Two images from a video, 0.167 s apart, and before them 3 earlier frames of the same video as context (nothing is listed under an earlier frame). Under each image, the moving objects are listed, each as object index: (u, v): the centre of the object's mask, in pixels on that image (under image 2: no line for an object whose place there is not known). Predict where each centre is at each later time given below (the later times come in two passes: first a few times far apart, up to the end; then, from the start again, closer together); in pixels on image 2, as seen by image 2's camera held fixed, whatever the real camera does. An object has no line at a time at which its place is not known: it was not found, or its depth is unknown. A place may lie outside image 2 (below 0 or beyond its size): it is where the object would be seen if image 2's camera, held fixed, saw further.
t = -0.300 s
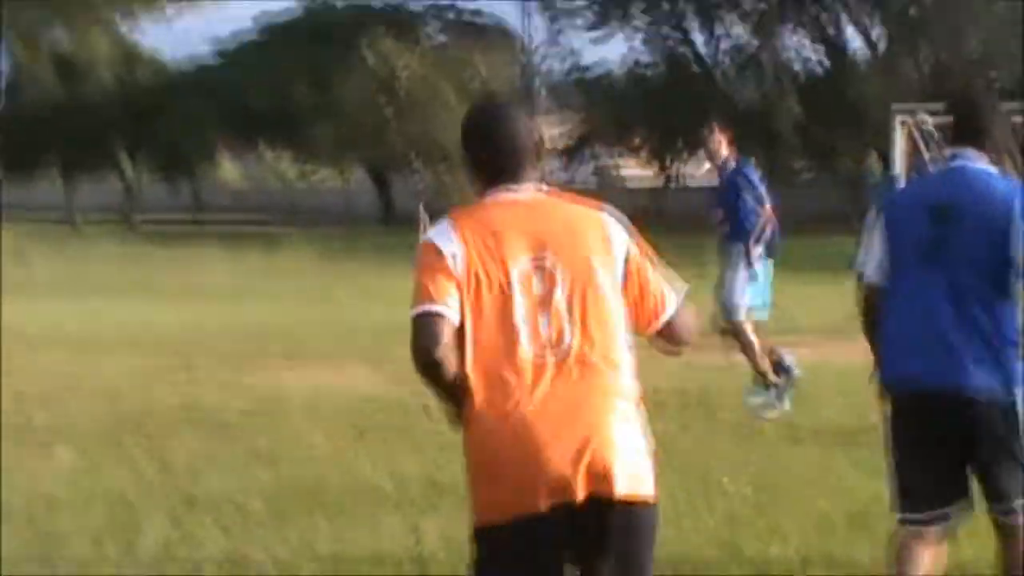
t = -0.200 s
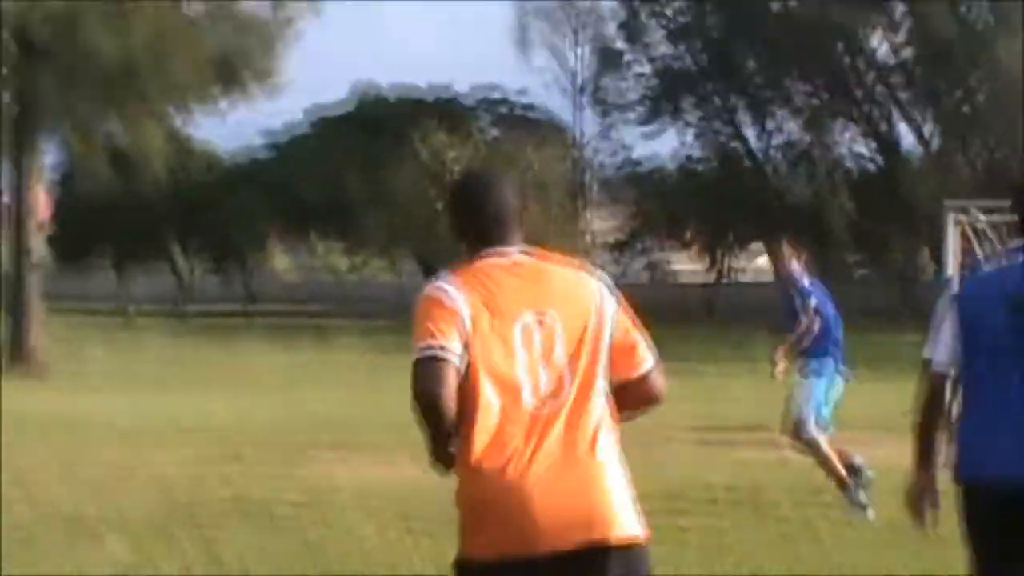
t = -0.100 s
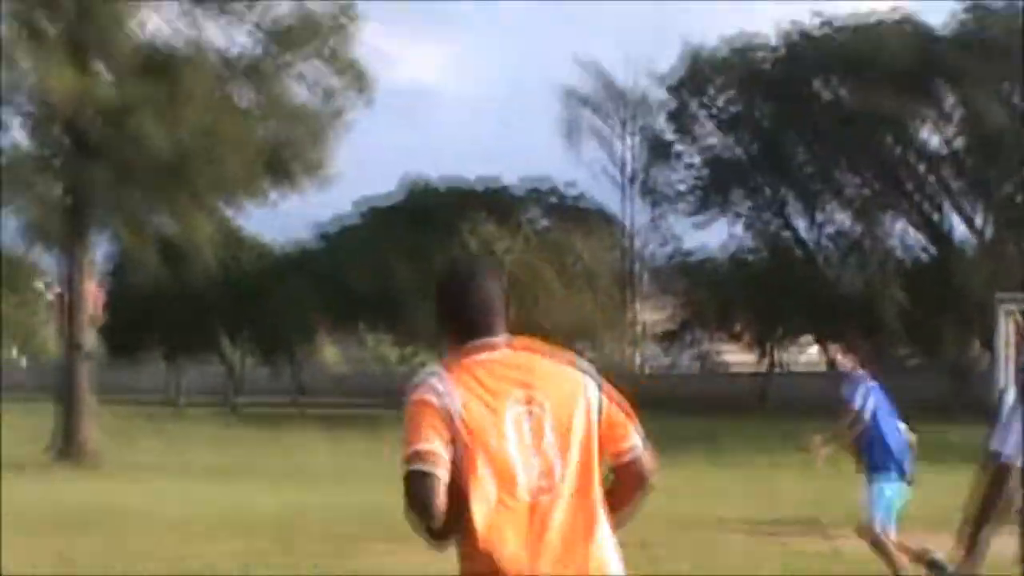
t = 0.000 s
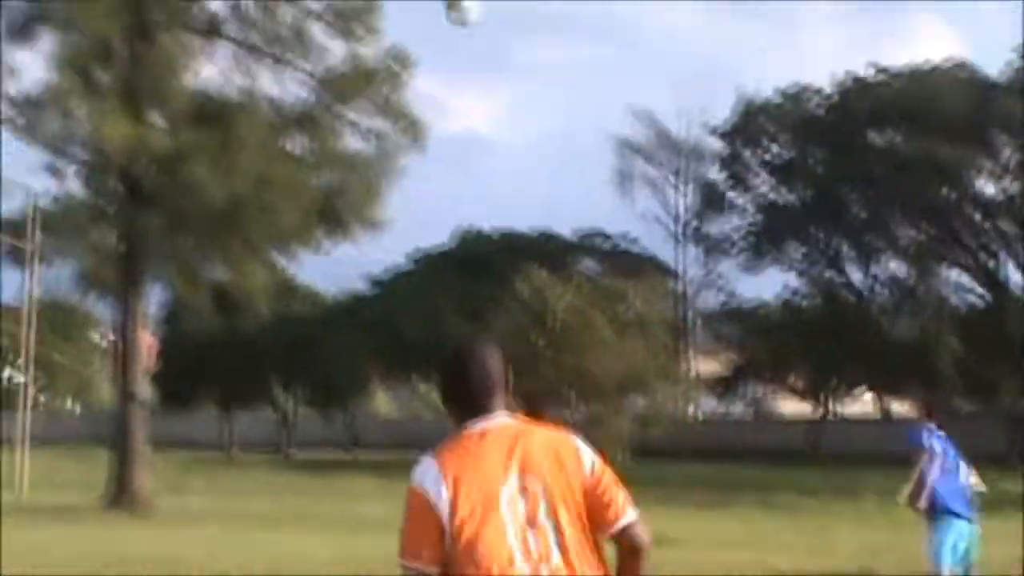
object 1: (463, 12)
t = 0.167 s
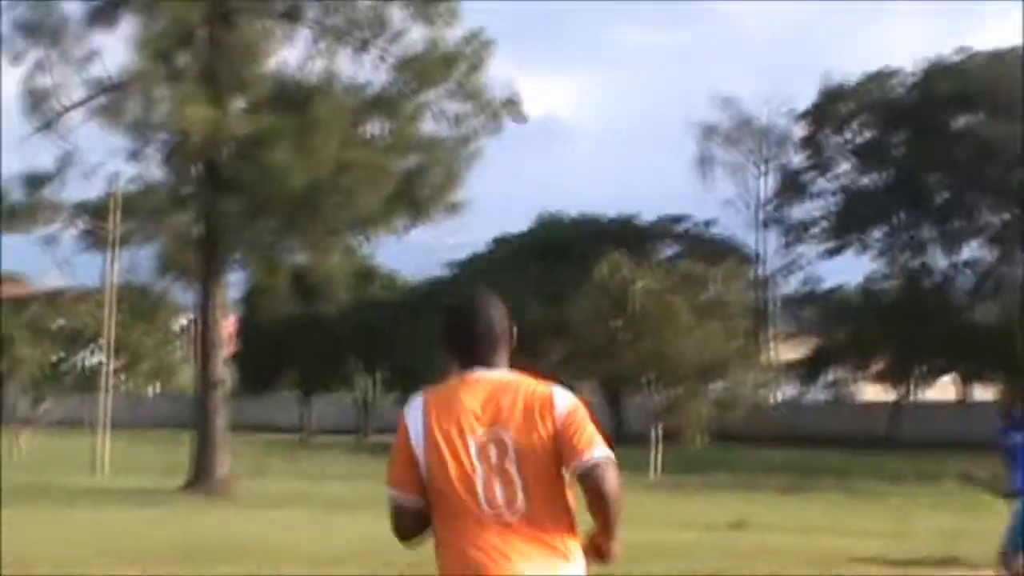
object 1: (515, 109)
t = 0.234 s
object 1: (513, 154)
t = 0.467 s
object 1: (488, 349)
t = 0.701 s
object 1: (471, 557)
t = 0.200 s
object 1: (518, 131)
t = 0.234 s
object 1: (513, 154)
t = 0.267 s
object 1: (509, 180)
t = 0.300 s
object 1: (505, 206)
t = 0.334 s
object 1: (502, 233)
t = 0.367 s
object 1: (501, 261)
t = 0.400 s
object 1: (496, 289)
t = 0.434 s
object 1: (493, 316)
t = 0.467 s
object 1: (488, 349)
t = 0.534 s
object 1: (484, 406)
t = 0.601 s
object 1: (478, 461)
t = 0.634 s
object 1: (477, 493)
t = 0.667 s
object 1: (472, 527)
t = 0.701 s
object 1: (471, 557)
